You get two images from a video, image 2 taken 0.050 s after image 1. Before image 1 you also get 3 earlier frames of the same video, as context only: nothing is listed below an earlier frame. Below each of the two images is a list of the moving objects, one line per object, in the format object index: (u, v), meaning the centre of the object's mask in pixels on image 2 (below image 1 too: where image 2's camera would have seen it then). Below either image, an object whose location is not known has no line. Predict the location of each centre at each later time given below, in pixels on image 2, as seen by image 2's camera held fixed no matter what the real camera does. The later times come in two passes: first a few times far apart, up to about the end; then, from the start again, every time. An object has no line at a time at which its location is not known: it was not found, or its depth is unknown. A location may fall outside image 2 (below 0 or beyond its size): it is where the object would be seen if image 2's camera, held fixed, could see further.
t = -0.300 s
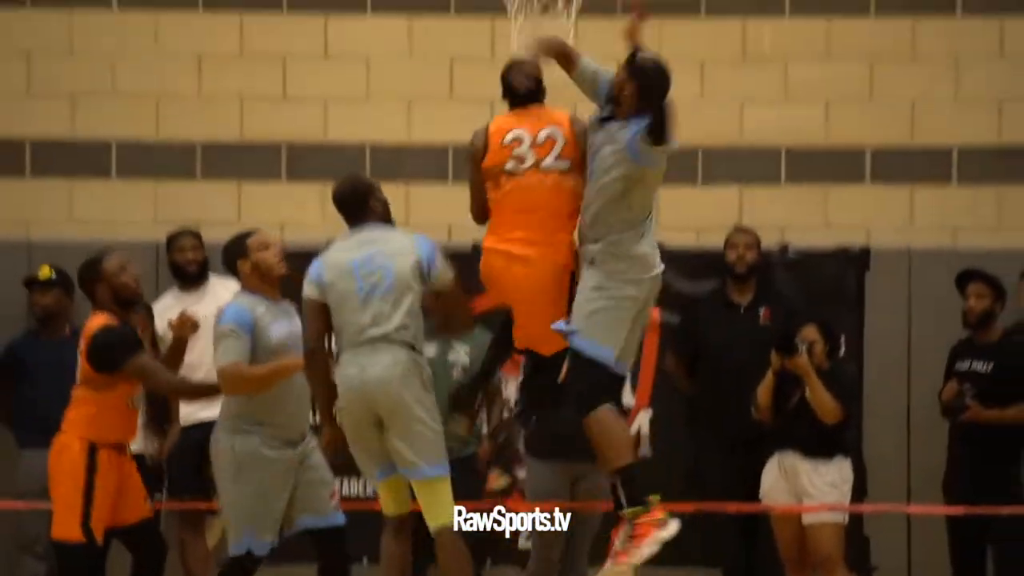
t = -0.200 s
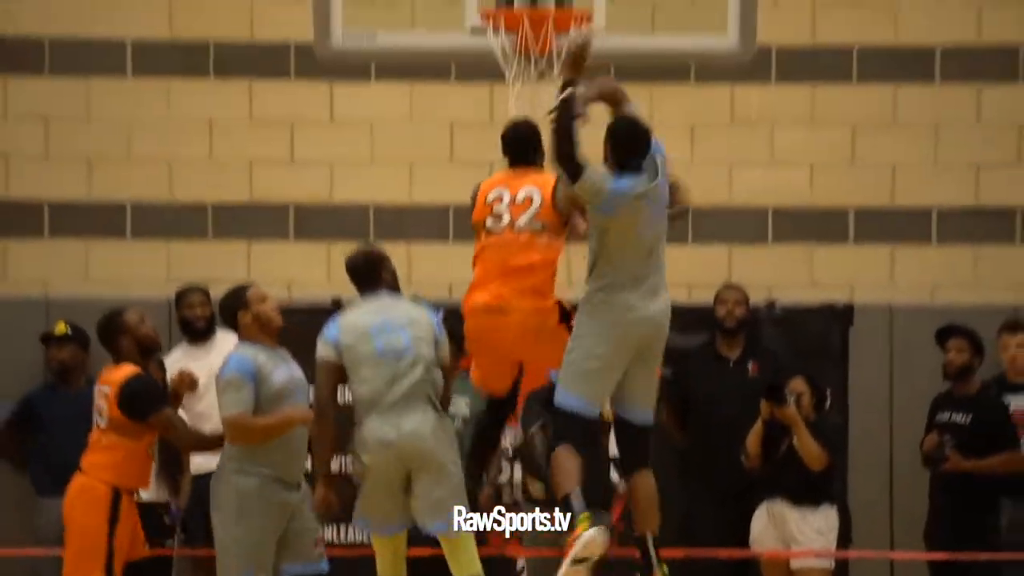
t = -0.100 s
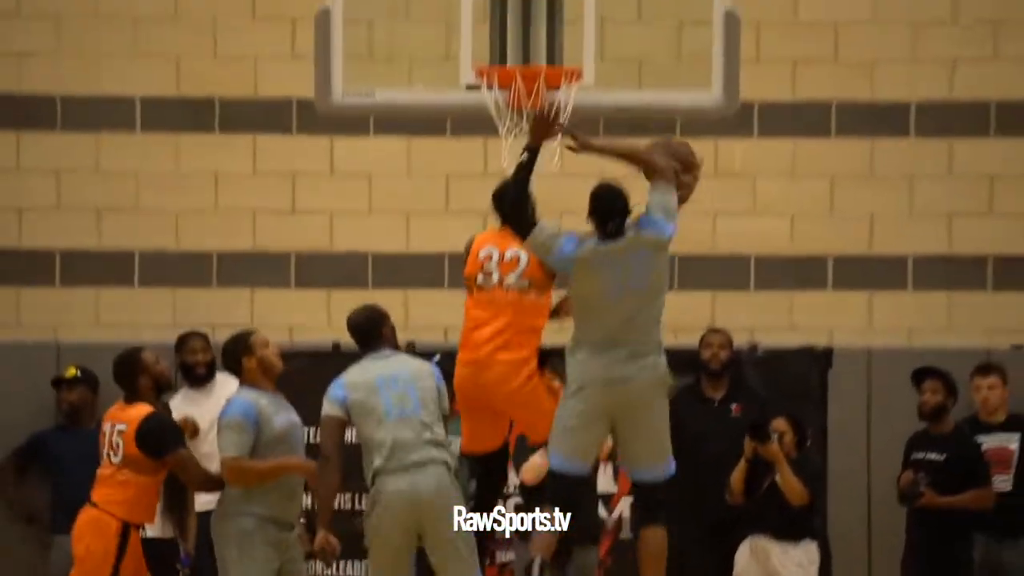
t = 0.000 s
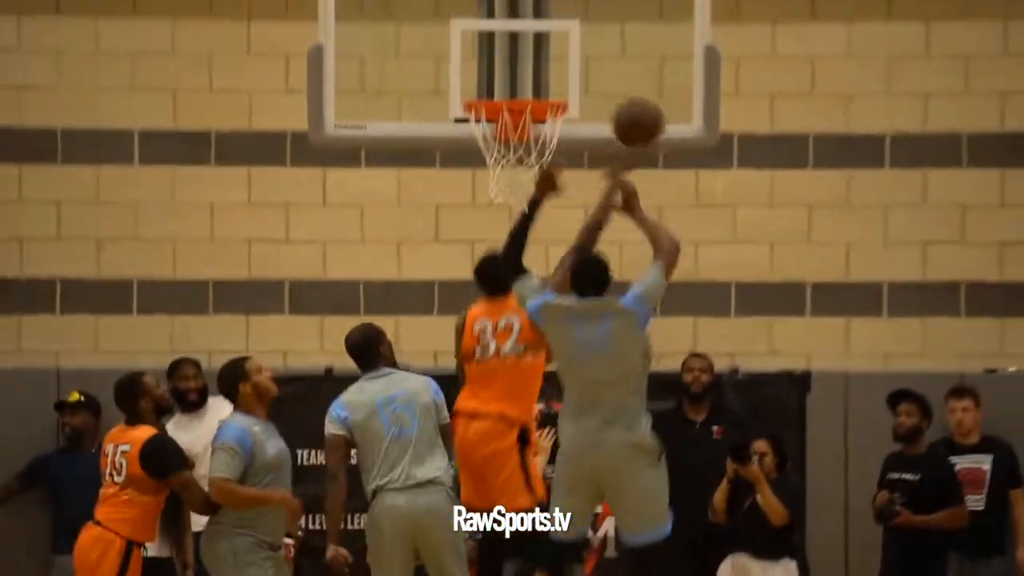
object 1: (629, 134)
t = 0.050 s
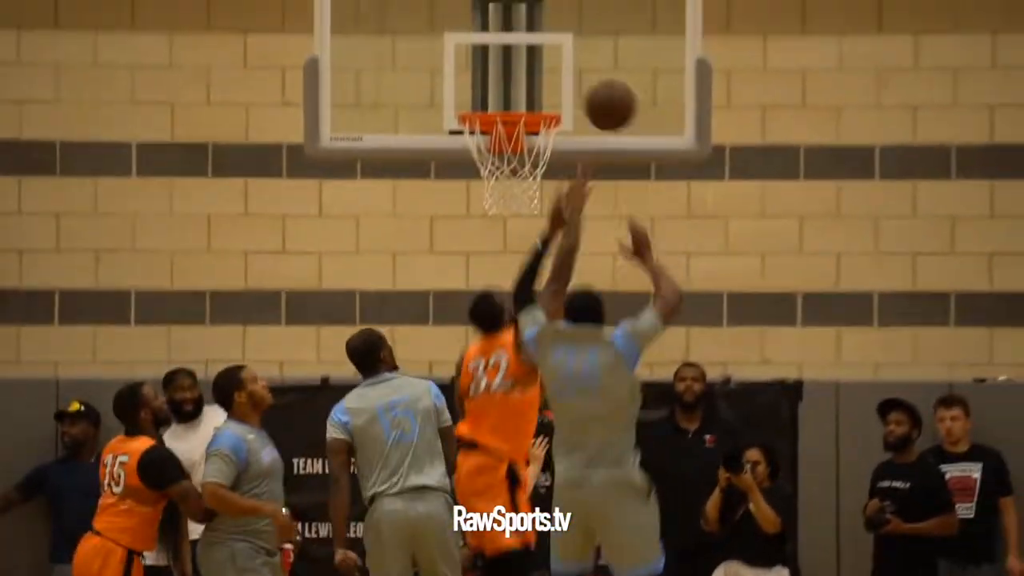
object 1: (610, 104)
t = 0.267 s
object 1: (524, 40)
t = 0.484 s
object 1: (458, 83)
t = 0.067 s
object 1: (603, 96)
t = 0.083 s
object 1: (597, 87)
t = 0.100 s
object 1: (590, 80)
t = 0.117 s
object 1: (583, 73)
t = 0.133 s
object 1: (576, 67)
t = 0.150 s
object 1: (570, 61)
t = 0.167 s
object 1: (563, 56)
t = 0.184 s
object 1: (557, 51)
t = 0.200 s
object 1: (550, 48)
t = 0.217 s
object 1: (543, 44)
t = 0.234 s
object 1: (536, 41)
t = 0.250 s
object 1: (530, 40)
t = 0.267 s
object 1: (524, 40)
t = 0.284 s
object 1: (520, 39)
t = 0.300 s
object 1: (515, 40)
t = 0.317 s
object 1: (510, 41)
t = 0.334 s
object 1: (504, 43)
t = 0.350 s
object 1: (499, 45)
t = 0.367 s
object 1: (494, 48)
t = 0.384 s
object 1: (489, 51)
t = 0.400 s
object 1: (484, 55)
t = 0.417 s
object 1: (479, 59)
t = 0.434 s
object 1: (474, 64)
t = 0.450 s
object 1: (469, 69)
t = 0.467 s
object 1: (462, 76)
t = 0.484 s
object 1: (458, 83)
